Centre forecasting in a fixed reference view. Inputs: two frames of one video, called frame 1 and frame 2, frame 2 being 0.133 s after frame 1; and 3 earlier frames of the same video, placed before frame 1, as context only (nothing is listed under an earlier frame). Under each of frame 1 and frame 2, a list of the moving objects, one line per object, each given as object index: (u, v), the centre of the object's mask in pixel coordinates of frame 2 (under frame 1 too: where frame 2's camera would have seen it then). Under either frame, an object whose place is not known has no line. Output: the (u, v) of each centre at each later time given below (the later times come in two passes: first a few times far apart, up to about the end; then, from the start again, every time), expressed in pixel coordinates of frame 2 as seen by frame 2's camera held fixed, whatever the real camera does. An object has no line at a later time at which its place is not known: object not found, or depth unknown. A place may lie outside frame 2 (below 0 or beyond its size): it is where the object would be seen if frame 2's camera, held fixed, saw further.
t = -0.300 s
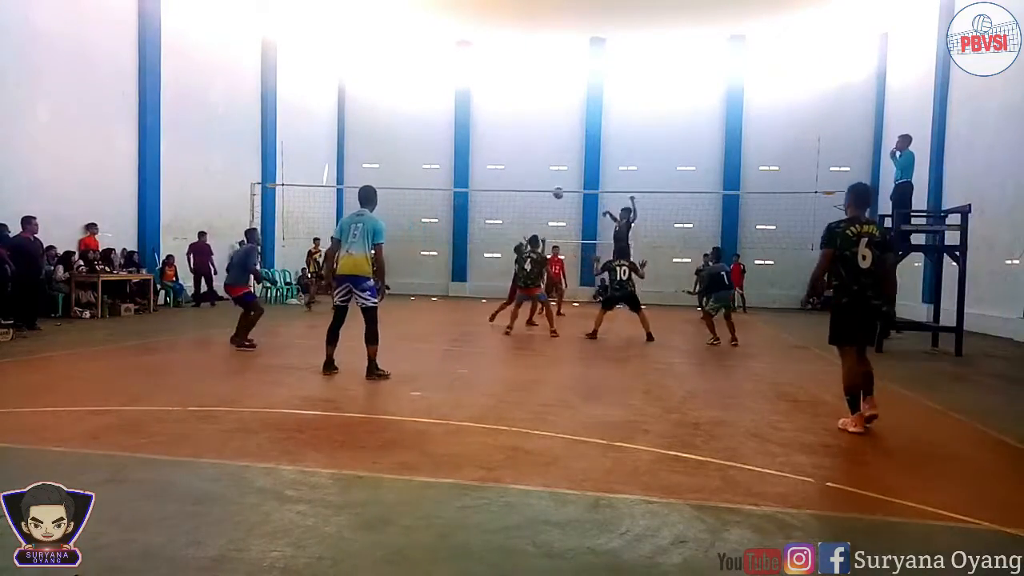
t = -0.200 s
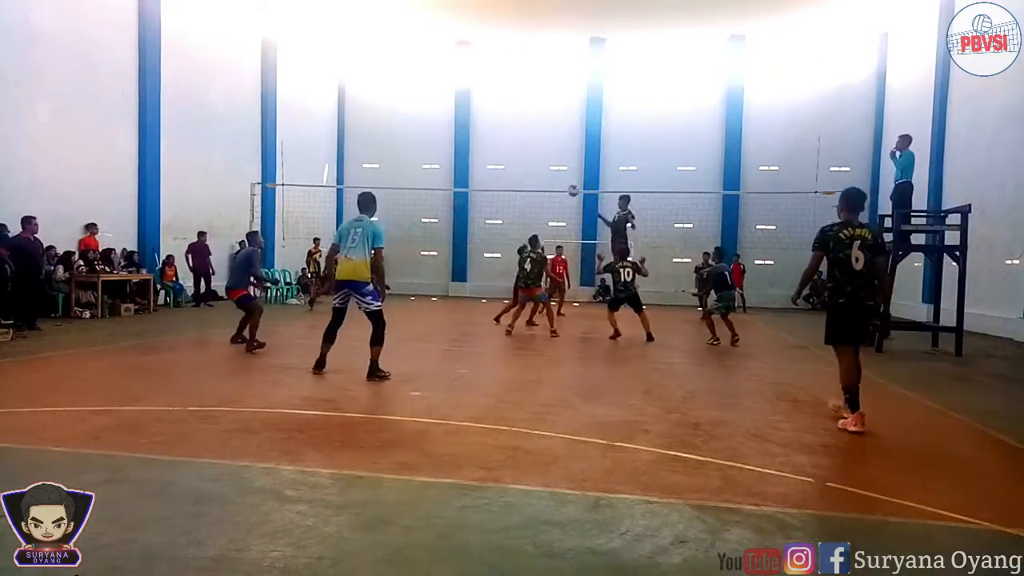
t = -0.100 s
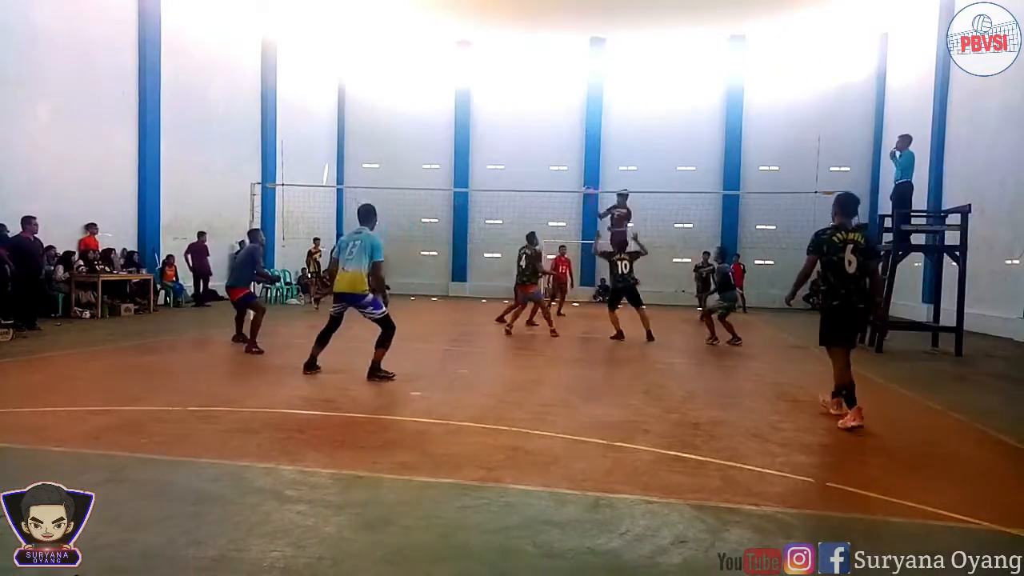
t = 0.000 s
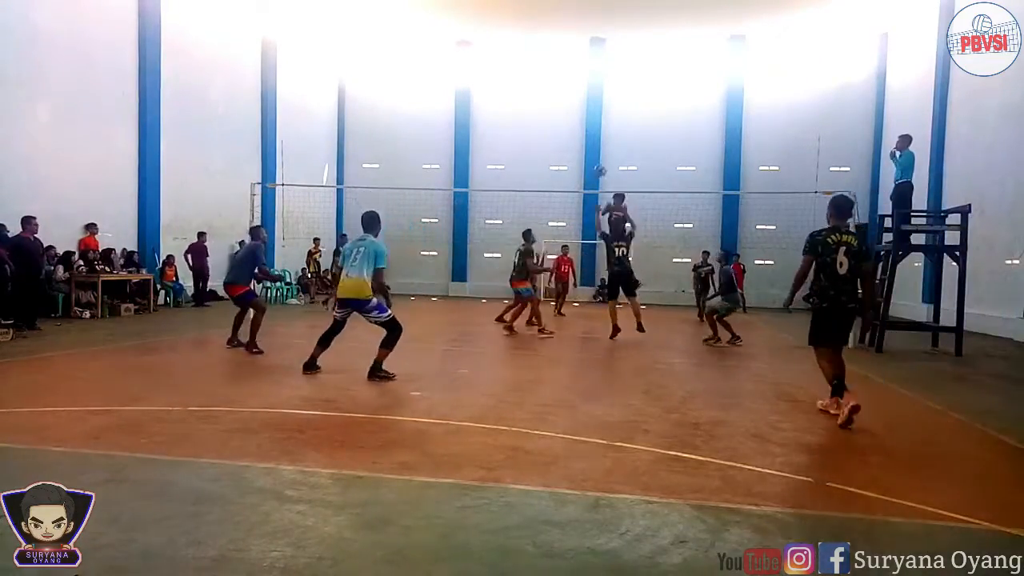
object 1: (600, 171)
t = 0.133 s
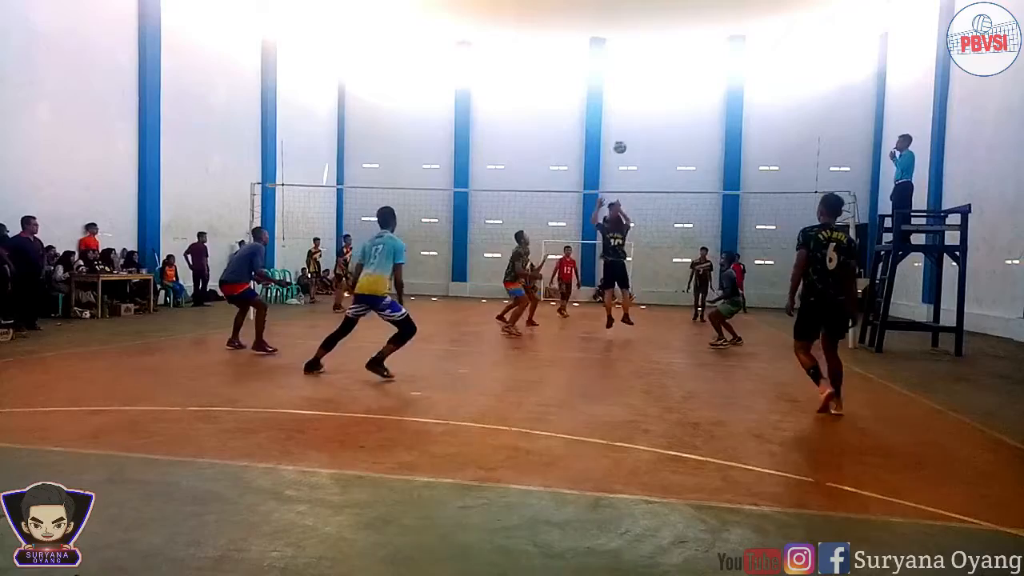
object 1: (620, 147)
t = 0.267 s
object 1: (640, 134)
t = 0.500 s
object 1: (682, 140)
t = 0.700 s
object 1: (723, 185)
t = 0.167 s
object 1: (624, 143)
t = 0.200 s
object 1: (629, 140)
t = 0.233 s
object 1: (635, 137)
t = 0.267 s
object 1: (640, 134)
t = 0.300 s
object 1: (645, 133)
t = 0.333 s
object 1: (651, 132)
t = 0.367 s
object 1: (657, 132)
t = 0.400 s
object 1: (663, 133)
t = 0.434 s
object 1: (669, 134)
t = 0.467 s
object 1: (675, 137)
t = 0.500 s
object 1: (682, 140)
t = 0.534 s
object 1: (688, 145)
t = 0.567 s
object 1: (695, 151)
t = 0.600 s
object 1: (702, 158)
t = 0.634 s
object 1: (708, 166)
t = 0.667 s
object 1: (715, 175)
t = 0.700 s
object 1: (723, 185)
